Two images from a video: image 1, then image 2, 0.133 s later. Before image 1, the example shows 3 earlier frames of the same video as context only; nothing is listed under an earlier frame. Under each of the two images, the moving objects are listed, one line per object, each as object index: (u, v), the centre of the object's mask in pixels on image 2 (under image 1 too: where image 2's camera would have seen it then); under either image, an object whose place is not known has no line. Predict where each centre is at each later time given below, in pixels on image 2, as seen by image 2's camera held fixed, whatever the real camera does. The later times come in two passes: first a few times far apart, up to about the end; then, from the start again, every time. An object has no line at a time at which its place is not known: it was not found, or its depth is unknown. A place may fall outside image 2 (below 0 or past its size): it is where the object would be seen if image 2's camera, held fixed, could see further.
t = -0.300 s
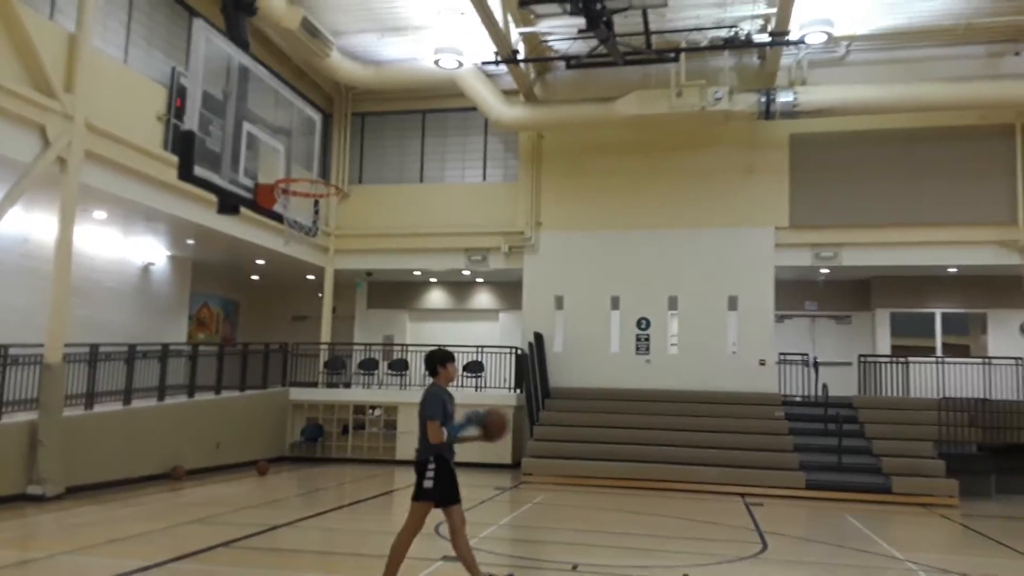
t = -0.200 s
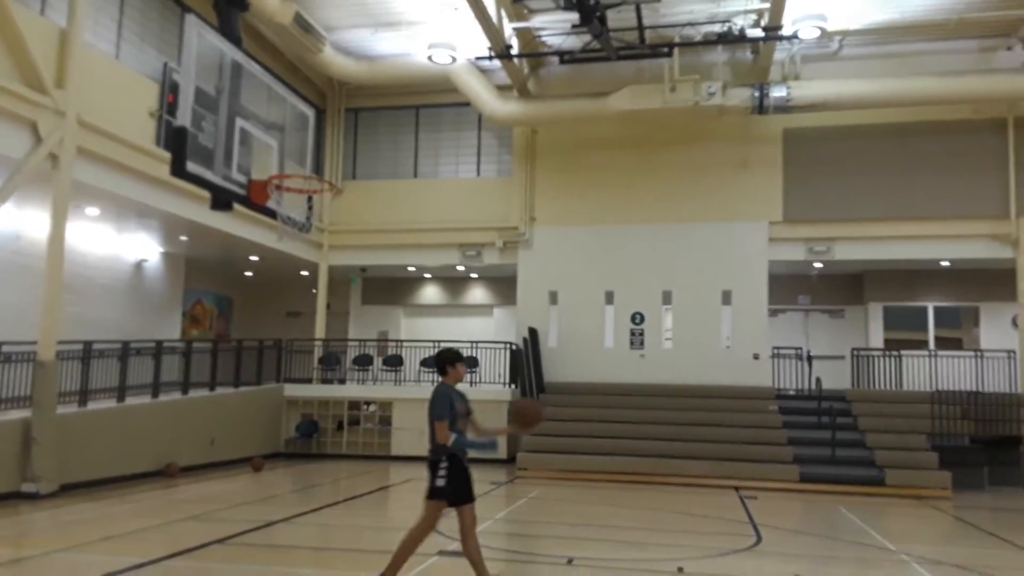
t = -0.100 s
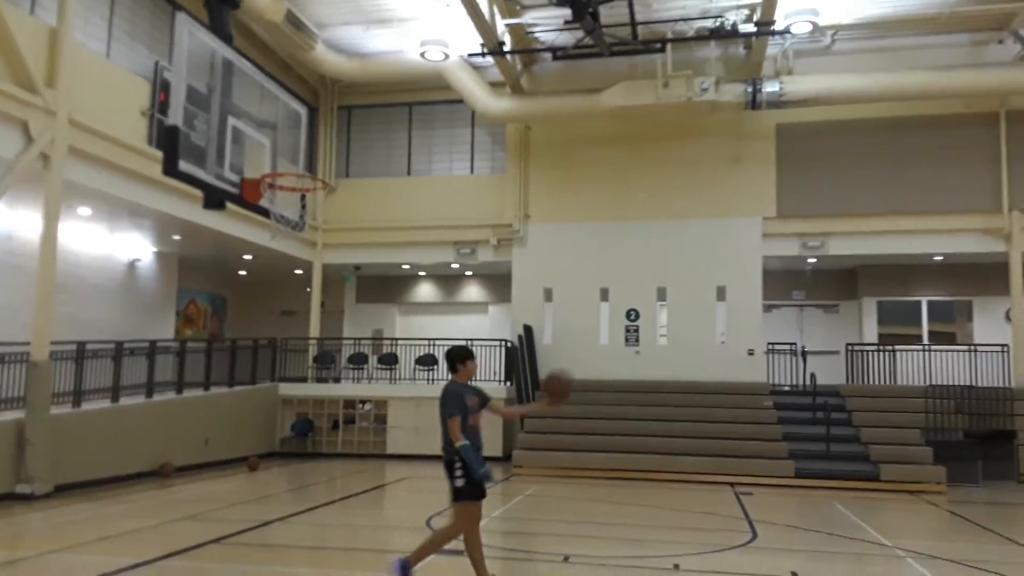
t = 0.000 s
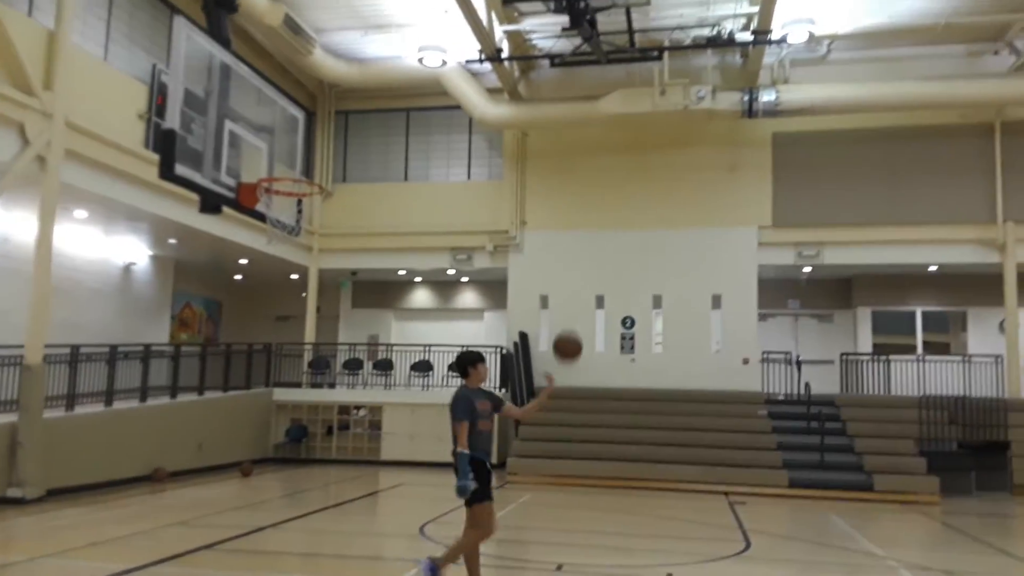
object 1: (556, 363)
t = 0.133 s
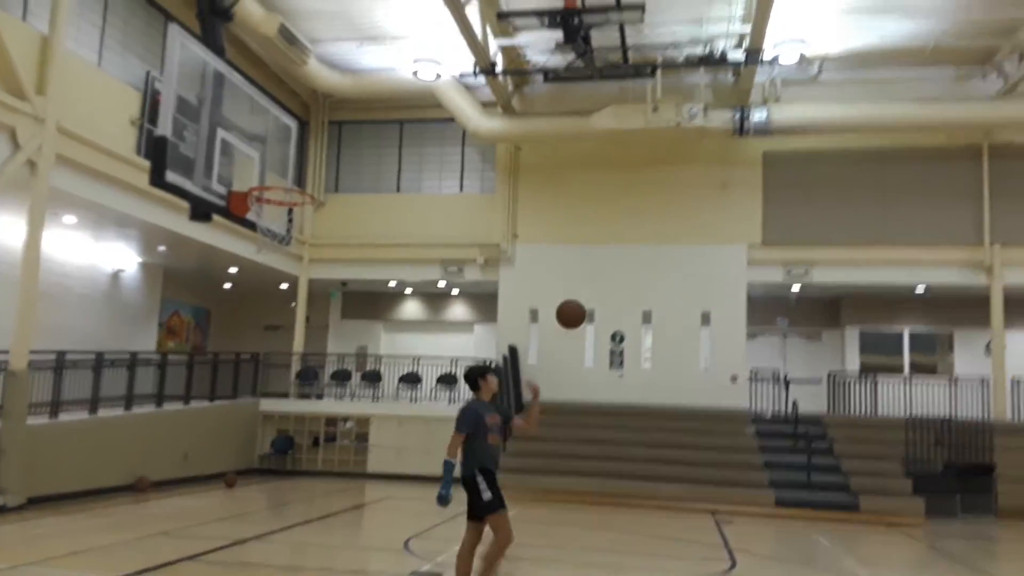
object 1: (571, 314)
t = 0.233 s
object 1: (581, 293)
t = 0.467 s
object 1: (600, 291)
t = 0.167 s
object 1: (573, 307)
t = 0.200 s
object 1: (577, 300)
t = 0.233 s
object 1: (581, 293)
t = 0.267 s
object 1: (584, 288)
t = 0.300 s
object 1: (587, 285)
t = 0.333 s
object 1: (589, 283)
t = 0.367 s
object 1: (592, 283)
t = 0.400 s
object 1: (595, 284)
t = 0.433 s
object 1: (597, 287)
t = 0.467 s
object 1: (600, 291)
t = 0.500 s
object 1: (603, 297)
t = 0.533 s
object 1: (605, 301)
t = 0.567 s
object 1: (607, 309)
